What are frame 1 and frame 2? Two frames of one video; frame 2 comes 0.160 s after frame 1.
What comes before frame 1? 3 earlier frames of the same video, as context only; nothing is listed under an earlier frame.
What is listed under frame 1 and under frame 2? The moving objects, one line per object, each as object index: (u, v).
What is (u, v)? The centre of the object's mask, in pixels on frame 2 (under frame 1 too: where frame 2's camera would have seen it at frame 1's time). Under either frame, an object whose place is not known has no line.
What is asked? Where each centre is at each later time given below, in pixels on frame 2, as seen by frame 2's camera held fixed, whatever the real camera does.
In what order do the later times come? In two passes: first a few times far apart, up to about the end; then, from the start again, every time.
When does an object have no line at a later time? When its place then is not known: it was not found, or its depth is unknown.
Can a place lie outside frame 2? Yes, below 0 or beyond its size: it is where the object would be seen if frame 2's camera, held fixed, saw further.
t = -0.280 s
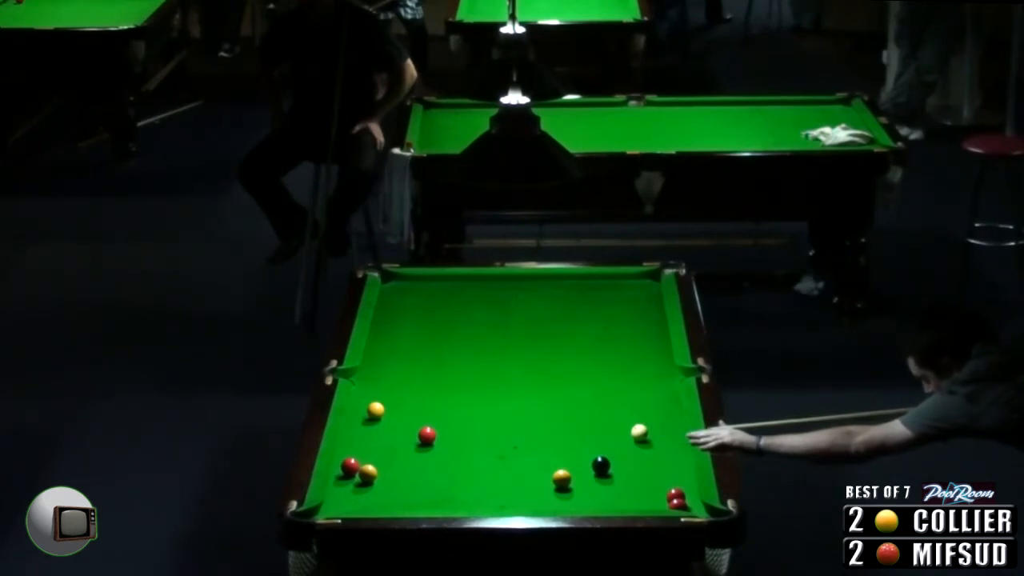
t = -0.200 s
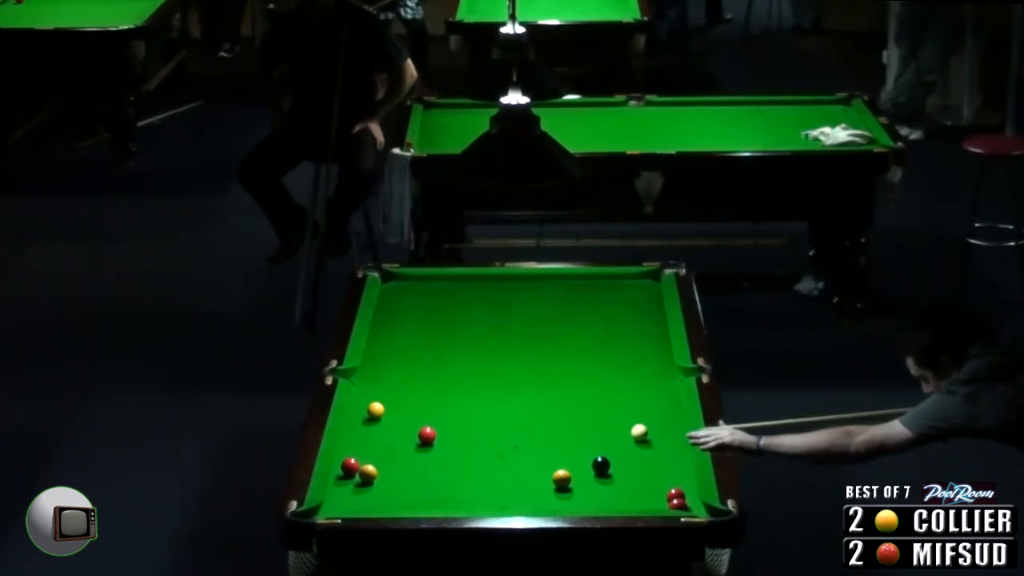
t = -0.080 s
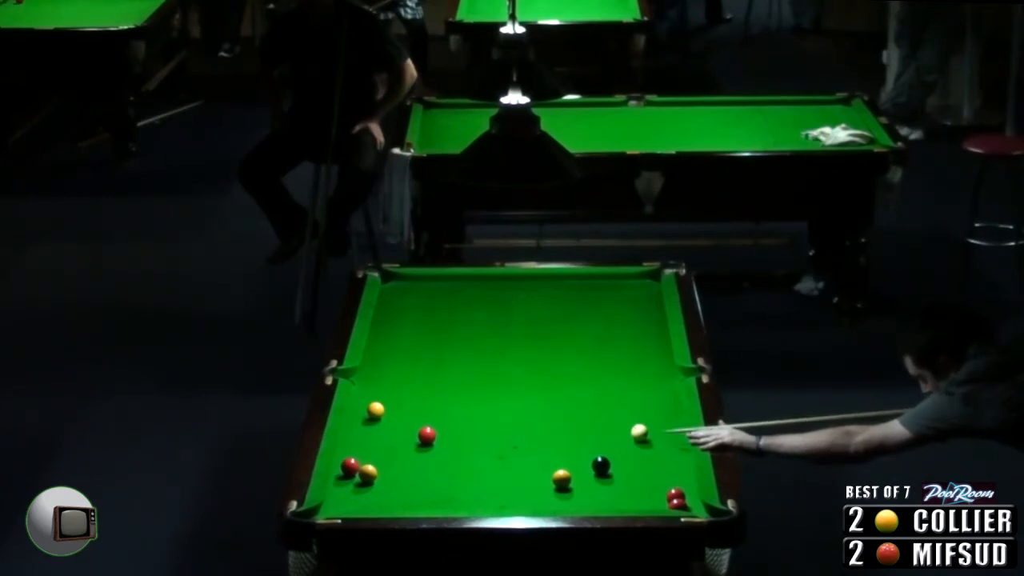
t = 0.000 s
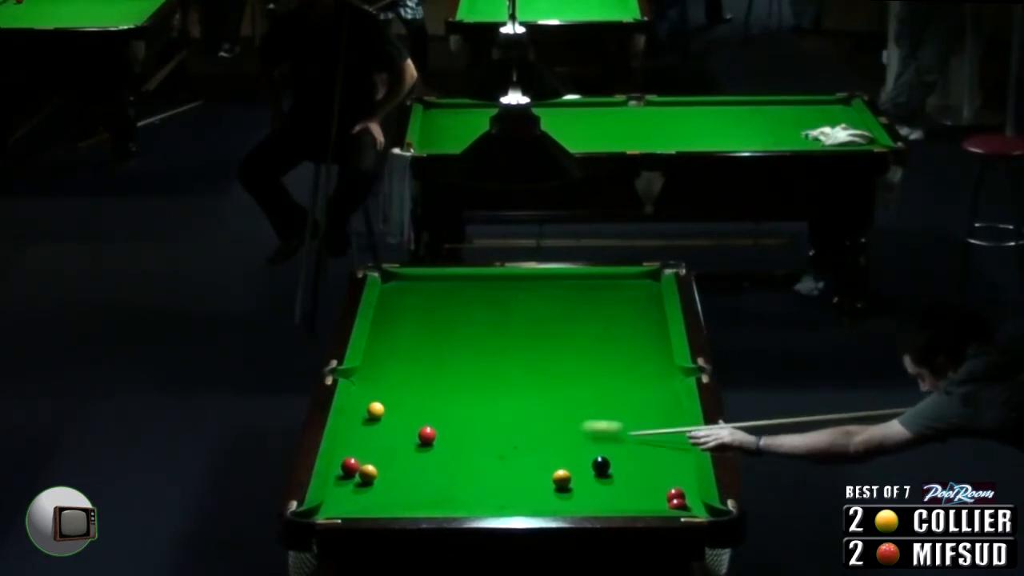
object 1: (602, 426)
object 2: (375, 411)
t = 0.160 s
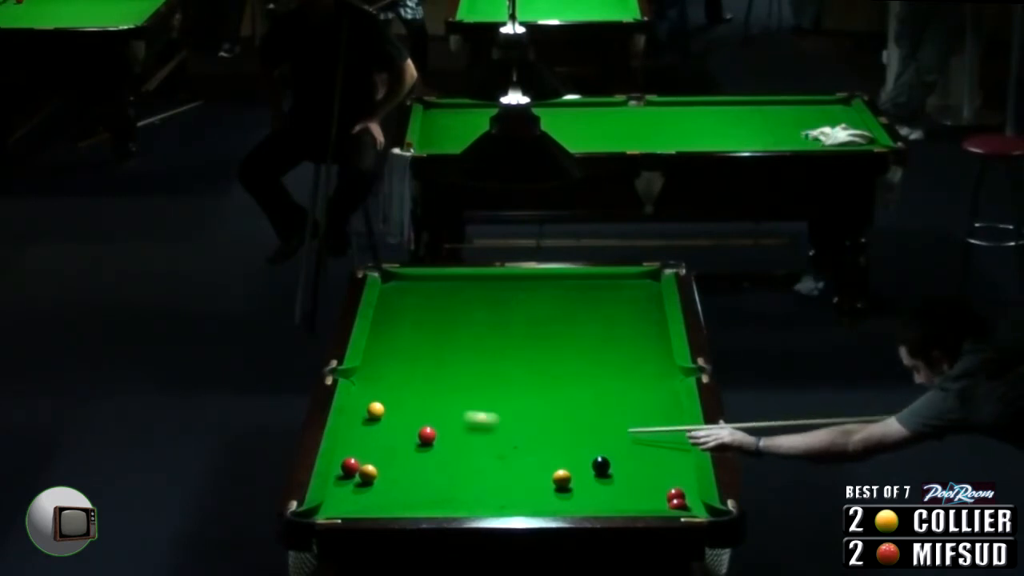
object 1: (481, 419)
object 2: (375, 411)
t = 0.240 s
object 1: (429, 416)
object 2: (375, 411)
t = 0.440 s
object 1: (382, 417)
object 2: (382, 402)
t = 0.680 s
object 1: (355, 420)
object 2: (443, 398)
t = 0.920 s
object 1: (369, 422)
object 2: (501, 392)
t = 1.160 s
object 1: (383, 424)
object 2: (556, 386)
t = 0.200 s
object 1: (455, 416)
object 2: (375, 411)
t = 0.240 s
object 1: (429, 416)
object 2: (375, 411)
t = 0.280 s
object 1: (406, 413)
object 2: (375, 411)
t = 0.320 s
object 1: (391, 413)
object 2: (369, 409)
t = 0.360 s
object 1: (389, 415)
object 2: (361, 407)
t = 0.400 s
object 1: (387, 416)
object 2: (371, 405)
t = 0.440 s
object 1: (382, 417)
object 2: (382, 402)
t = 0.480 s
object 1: (378, 417)
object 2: (393, 403)
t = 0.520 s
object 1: (372, 418)
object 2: (403, 403)
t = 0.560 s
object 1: (368, 418)
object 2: (413, 402)
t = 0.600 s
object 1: (363, 419)
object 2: (423, 400)
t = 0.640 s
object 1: (358, 420)
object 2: (433, 399)
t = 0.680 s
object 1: (355, 420)
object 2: (443, 398)
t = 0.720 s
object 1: (357, 420)
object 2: (453, 397)
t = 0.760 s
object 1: (360, 421)
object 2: (463, 396)
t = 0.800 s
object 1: (362, 421)
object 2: (472, 395)
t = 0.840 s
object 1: (365, 422)
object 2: (482, 394)
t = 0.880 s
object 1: (367, 422)
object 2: (492, 393)
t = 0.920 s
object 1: (369, 422)
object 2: (501, 392)
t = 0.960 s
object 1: (372, 422)
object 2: (510, 391)
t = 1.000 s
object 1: (374, 423)
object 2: (520, 389)
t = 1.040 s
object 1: (376, 423)
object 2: (529, 388)
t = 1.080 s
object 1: (379, 423)
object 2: (538, 388)
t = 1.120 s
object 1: (381, 424)
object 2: (547, 387)
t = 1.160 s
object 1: (383, 424)
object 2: (556, 386)
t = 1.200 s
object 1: (385, 424)
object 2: (565, 385)
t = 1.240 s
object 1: (387, 424)
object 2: (574, 384)
